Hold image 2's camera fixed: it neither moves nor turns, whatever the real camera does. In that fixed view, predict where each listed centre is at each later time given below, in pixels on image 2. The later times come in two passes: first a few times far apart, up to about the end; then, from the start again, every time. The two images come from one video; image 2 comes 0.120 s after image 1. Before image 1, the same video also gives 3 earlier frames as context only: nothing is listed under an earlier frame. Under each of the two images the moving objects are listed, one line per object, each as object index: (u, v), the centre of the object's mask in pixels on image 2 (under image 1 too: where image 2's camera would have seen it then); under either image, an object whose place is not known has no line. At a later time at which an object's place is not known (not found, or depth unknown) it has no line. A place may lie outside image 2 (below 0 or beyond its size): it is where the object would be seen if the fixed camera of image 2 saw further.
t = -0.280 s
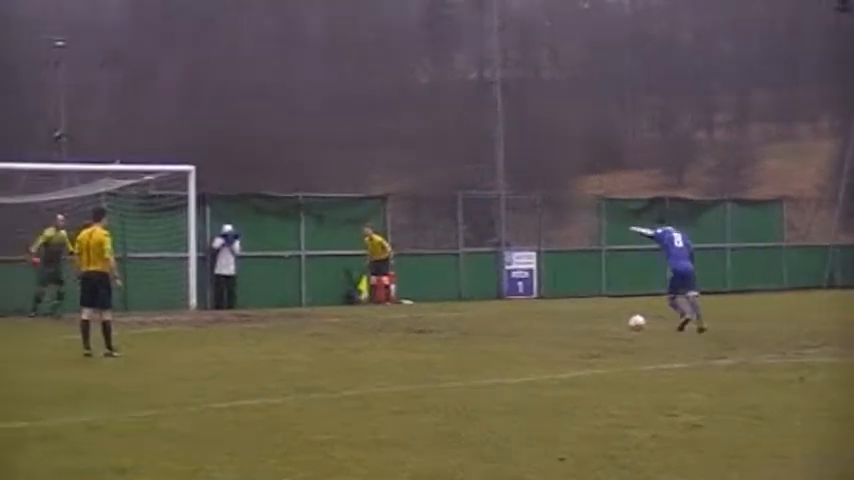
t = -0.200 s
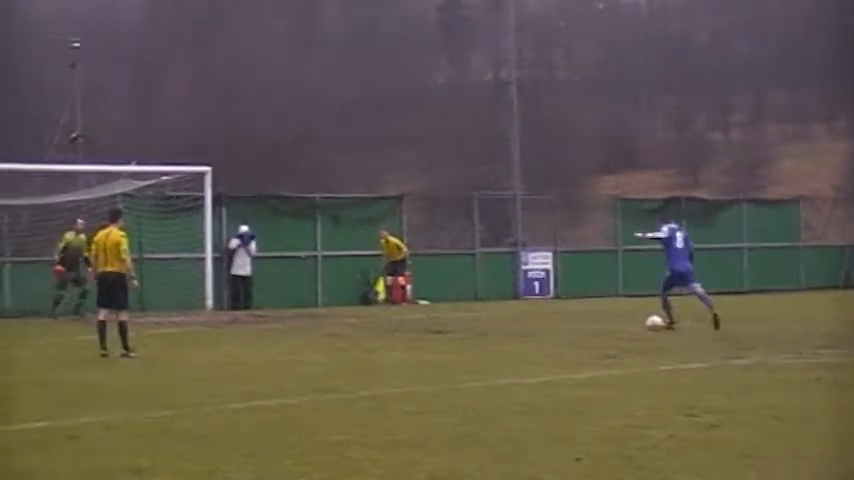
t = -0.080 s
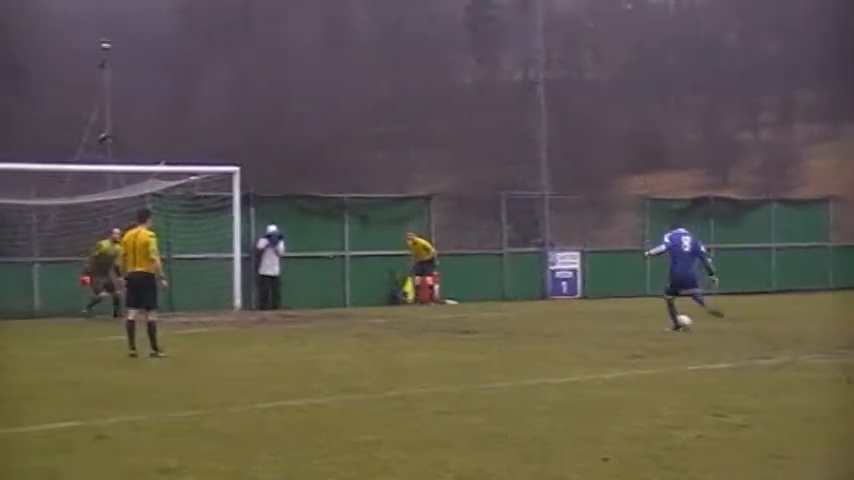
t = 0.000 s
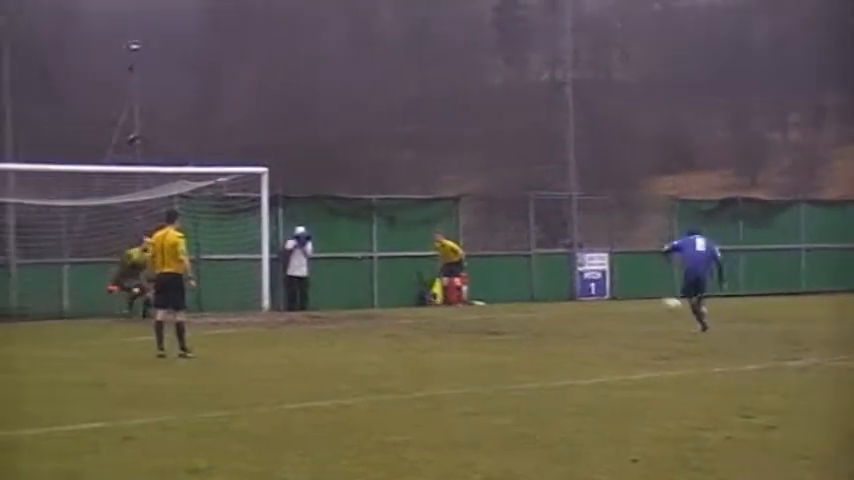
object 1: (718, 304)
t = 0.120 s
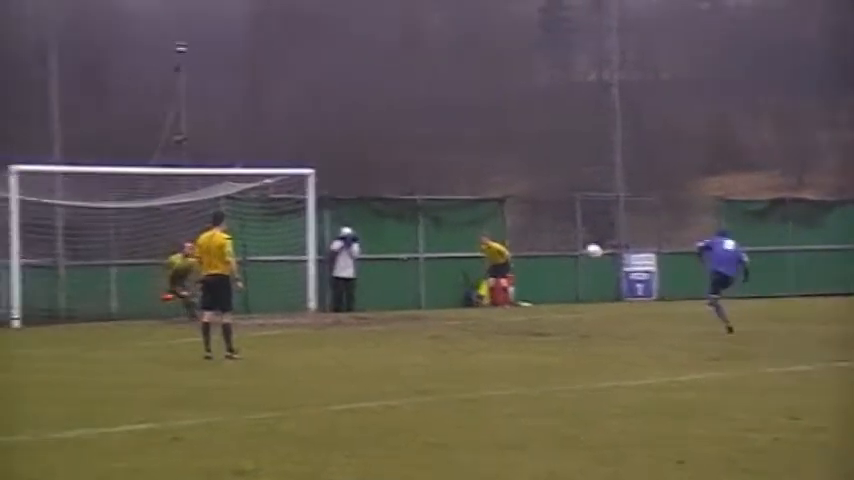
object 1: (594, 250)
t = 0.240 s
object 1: (481, 213)
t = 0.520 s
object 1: (294, 162)
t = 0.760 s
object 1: (452, 112)
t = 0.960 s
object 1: (586, 92)
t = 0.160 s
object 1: (554, 235)
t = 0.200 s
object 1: (518, 223)
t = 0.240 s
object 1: (481, 213)
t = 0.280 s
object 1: (446, 202)
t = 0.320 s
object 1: (412, 194)
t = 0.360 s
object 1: (379, 186)
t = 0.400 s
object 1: (347, 179)
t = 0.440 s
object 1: (317, 176)
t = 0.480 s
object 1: (283, 168)
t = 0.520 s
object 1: (294, 162)
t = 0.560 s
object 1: (319, 152)
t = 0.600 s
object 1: (346, 142)
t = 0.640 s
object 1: (372, 134)
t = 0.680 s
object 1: (398, 126)
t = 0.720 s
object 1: (425, 118)
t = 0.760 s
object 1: (452, 112)
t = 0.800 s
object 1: (479, 106)
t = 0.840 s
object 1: (505, 102)
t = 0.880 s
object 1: (532, 98)
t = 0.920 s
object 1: (559, 95)
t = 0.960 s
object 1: (586, 92)
